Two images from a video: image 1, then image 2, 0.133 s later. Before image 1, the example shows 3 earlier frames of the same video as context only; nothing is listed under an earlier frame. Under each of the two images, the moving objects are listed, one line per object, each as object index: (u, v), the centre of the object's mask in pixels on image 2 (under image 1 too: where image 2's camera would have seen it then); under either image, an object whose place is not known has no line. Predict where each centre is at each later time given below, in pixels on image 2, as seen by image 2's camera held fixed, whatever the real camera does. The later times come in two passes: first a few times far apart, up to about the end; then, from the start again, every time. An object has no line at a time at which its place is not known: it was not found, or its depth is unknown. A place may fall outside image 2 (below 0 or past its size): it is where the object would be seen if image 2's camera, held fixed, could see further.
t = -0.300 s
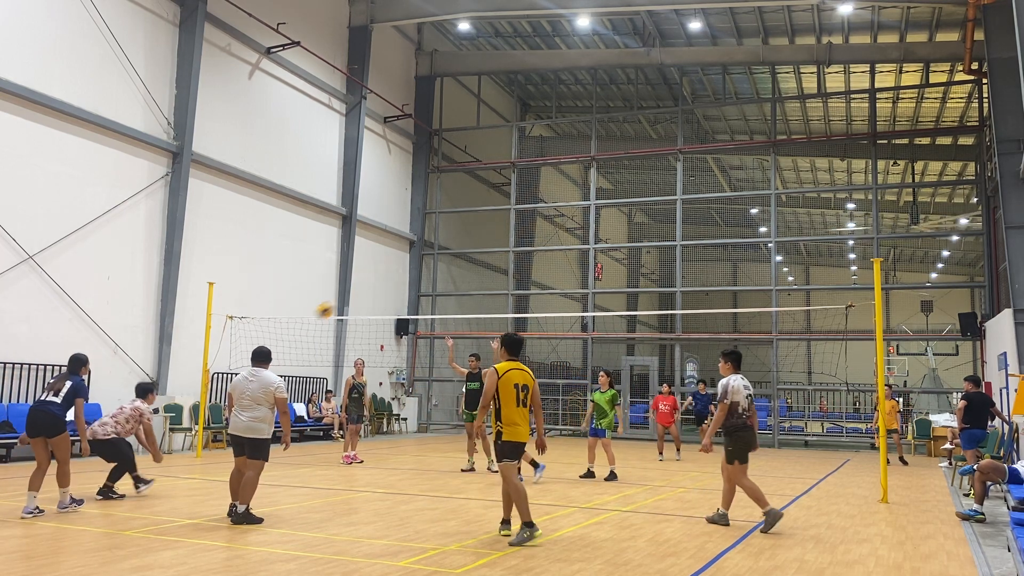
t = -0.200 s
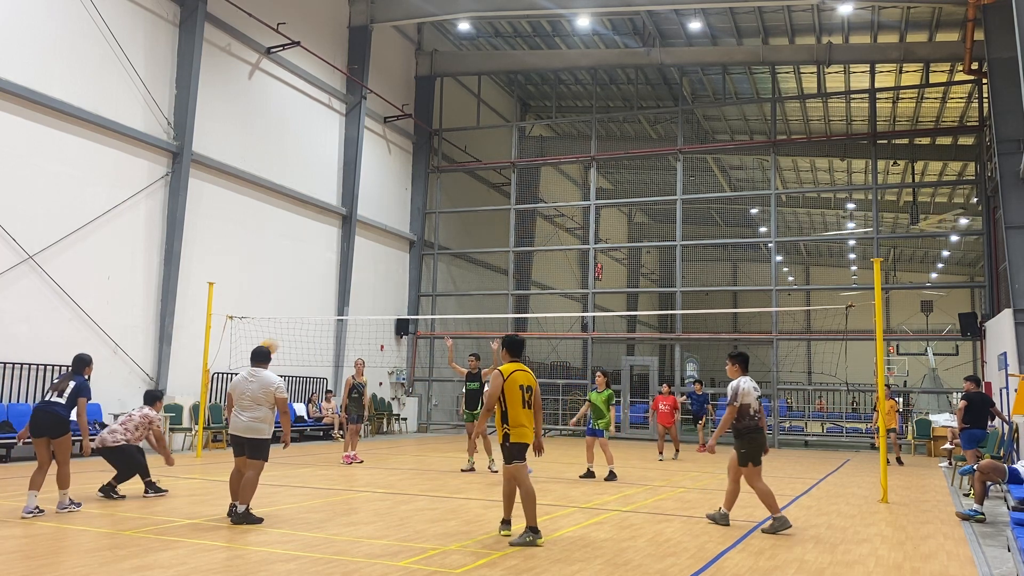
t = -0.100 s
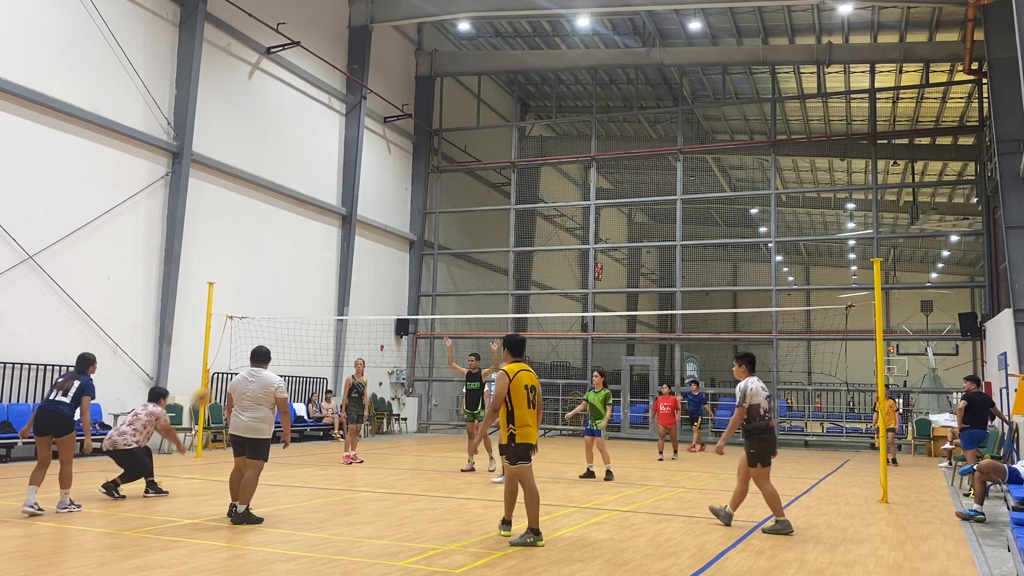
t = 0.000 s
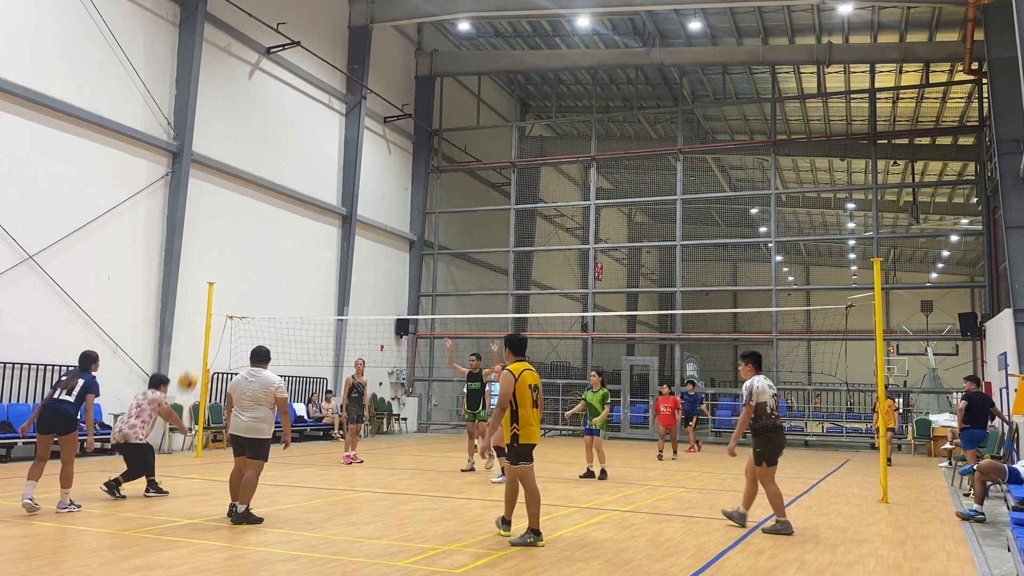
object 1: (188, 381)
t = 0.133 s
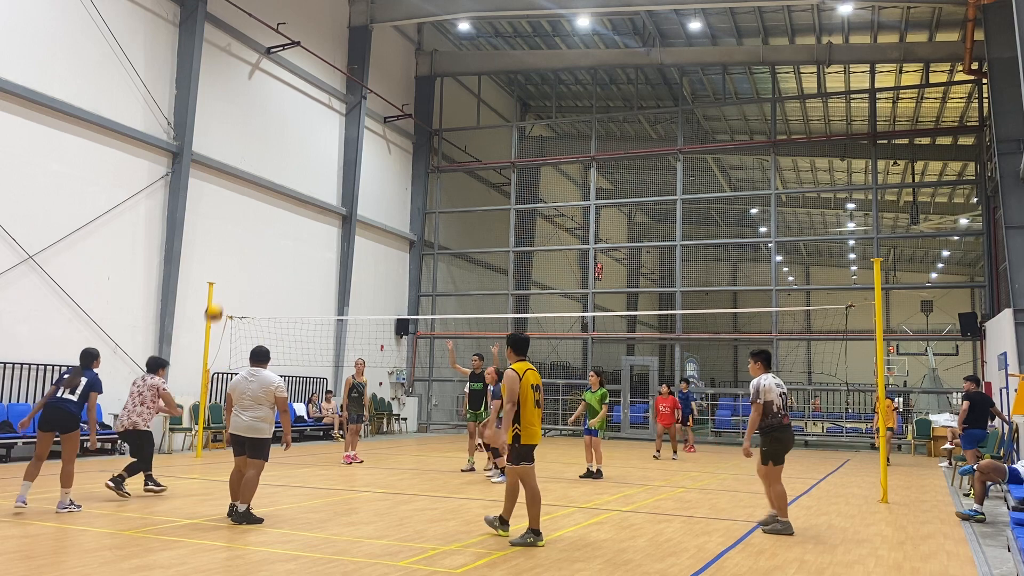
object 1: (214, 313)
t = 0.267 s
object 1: (236, 265)
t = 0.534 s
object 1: (272, 217)
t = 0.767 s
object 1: (298, 220)
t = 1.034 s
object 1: (323, 268)
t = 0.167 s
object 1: (219, 299)
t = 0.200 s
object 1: (225, 286)
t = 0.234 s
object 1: (230, 275)
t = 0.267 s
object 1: (236, 265)
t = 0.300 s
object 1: (241, 256)
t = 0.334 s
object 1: (246, 247)
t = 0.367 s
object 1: (251, 239)
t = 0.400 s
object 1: (255, 233)
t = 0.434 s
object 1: (260, 228)
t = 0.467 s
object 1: (264, 223)
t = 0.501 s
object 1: (268, 220)
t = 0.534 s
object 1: (272, 217)
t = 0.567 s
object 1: (276, 214)
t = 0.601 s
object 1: (280, 213)
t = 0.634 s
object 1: (284, 213)
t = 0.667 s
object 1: (288, 214)
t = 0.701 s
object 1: (291, 215)
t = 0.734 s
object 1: (295, 217)
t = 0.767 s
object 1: (298, 220)
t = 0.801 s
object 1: (302, 224)
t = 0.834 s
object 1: (305, 228)
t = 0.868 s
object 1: (308, 233)
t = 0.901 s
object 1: (312, 239)
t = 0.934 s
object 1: (315, 245)
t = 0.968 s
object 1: (318, 252)
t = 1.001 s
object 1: (320, 260)
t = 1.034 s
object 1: (323, 268)
